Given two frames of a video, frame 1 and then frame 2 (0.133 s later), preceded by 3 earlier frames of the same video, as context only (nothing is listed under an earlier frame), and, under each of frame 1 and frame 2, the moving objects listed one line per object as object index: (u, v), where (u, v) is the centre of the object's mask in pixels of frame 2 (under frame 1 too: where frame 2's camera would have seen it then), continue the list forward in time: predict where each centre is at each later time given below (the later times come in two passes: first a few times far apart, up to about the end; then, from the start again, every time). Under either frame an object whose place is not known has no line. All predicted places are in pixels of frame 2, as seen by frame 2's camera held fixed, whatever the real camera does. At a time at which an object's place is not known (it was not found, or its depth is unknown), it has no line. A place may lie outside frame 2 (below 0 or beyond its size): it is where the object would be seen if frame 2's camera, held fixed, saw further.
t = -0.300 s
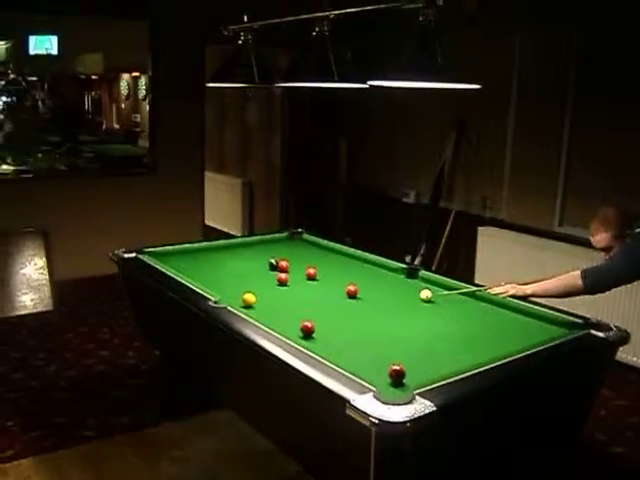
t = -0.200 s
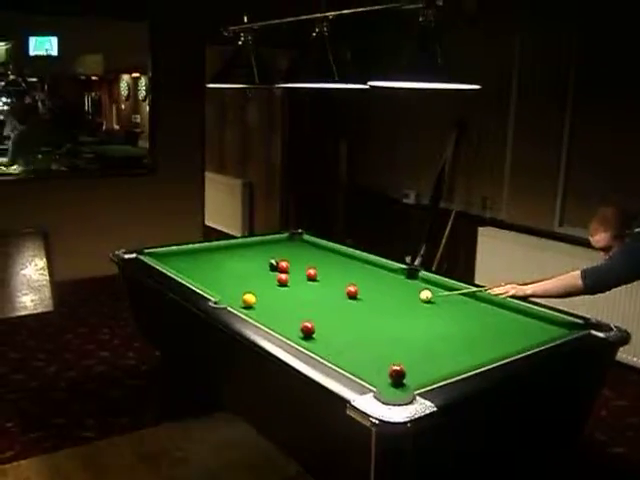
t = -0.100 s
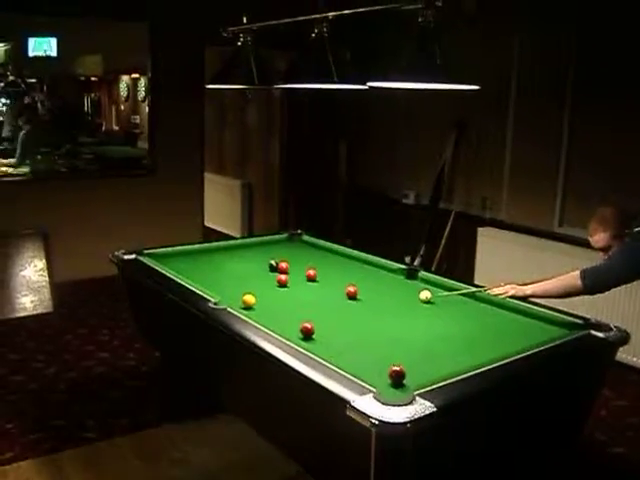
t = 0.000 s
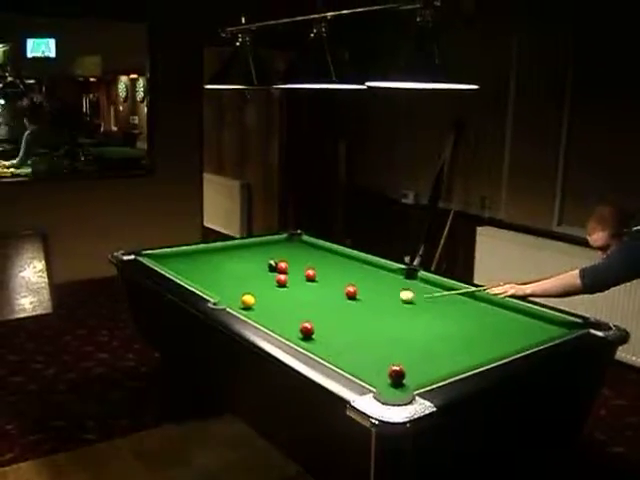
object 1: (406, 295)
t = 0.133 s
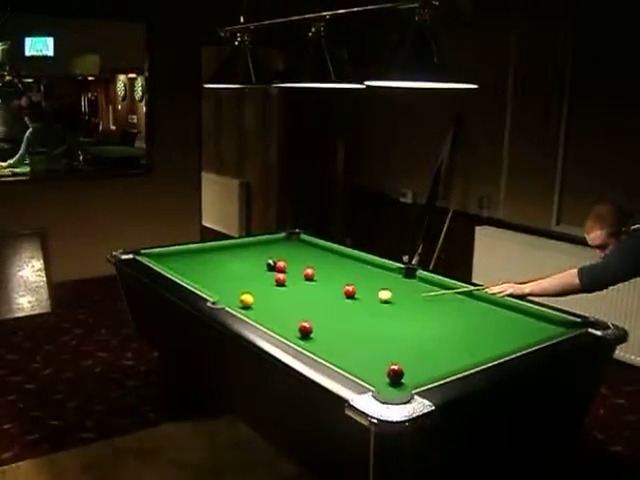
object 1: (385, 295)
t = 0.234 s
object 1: (370, 296)
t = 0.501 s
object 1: (330, 297)
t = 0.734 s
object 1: (297, 298)
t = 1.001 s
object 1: (261, 299)
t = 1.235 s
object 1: (251, 298)
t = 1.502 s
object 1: (242, 296)
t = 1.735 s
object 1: (237, 294)
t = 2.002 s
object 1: (232, 293)
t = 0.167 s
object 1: (380, 295)
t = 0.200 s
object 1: (376, 296)
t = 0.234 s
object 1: (370, 296)
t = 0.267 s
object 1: (365, 296)
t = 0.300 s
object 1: (360, 296)
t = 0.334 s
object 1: (355, 296)
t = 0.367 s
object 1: (350, 297)
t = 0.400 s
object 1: (345, 297)
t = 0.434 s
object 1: (340, 297)
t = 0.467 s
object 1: (335, 297)
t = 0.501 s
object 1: (330, 297)
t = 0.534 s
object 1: (325, 297)
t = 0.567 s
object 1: (320, 297)
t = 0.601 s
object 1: (316, 298)
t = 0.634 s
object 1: (311, 298)
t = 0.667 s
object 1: (306, 298)
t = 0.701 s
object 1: (302, 298)
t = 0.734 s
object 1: (297, 298)
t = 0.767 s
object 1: (293, 298)
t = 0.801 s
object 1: (288, 298)
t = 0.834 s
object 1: (283, 299)
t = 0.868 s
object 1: (279, 299)
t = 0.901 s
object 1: (274, 299)
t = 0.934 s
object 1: (269, 299)
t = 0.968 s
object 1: (265, 299)
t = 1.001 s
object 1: (261, 299)
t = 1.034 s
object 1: (257, 299)
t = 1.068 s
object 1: (256, 299)
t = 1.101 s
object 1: (255, 299)
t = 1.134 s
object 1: (255, 299)
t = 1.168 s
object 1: (253, 298)
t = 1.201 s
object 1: (252, 298)
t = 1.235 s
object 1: (251, 298)
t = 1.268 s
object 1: (249, 298)
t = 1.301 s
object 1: (248, 297)
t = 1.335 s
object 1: (247, 297)
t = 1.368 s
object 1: (246, 297)
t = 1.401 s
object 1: (245, 297)
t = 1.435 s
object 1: (244, 296)
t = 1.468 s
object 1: (243, 296)
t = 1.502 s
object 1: (242, 296)
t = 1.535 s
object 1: (241, 296)
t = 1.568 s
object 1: (240, 295)
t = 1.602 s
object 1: (240, 295)
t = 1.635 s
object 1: (239, 295)
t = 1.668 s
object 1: (239, 294)
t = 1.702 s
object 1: (238, 294)
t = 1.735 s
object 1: (237, 294)
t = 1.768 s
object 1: (237, 294)
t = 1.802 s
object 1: (236, 294)
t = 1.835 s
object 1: (235, 294)
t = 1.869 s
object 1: (234, 293)
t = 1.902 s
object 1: (234, 293)
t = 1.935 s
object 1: (233, 293)
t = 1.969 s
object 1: (233, 293)
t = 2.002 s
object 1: (232, 293)
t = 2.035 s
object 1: (231, 293)
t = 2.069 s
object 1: (231, 293)
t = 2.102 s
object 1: (231, 293)
